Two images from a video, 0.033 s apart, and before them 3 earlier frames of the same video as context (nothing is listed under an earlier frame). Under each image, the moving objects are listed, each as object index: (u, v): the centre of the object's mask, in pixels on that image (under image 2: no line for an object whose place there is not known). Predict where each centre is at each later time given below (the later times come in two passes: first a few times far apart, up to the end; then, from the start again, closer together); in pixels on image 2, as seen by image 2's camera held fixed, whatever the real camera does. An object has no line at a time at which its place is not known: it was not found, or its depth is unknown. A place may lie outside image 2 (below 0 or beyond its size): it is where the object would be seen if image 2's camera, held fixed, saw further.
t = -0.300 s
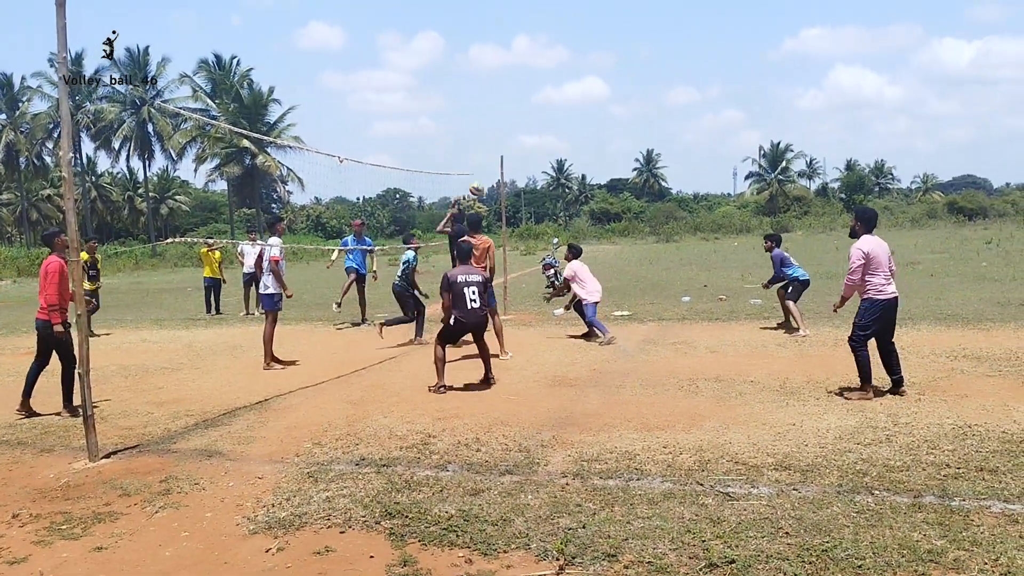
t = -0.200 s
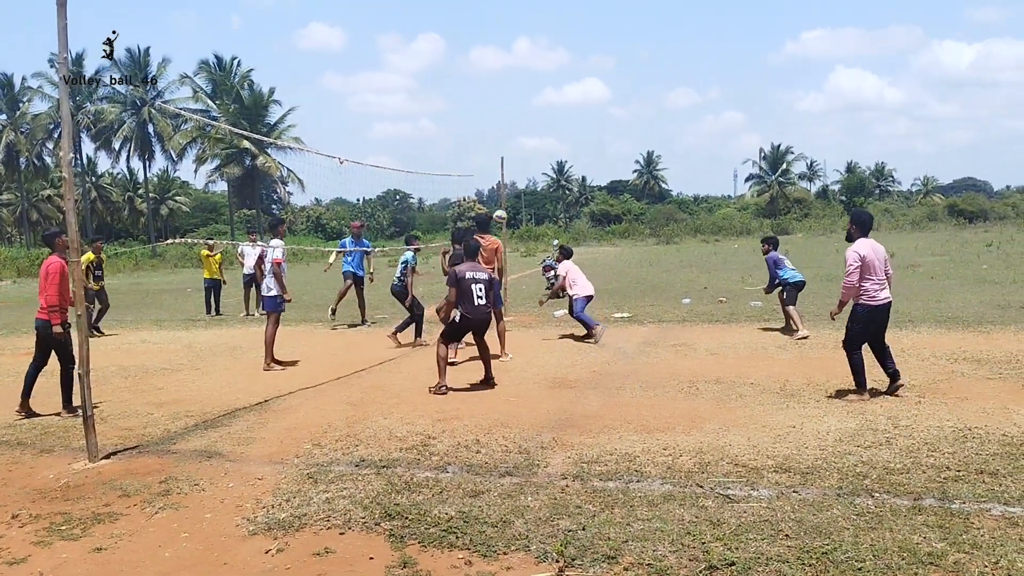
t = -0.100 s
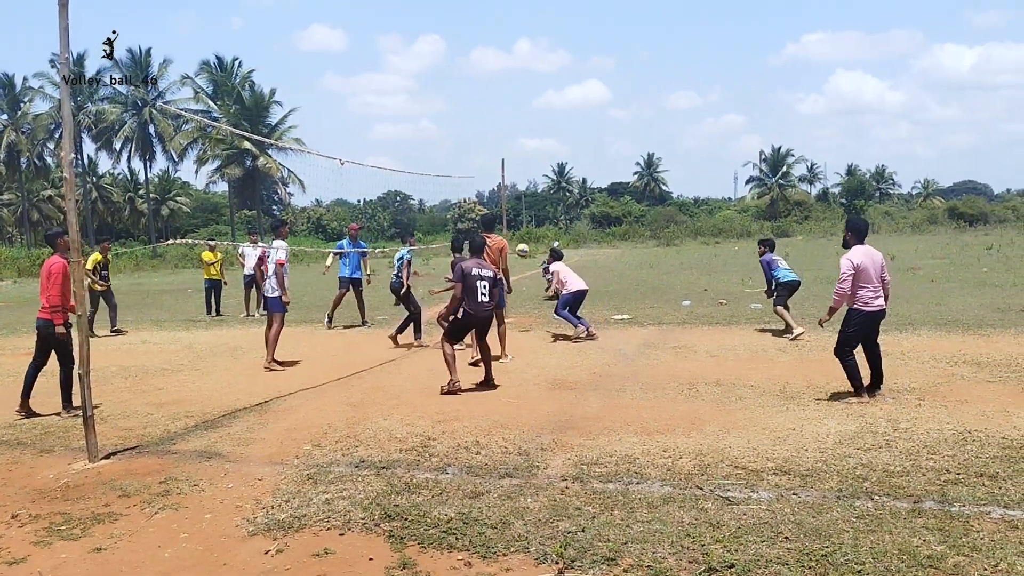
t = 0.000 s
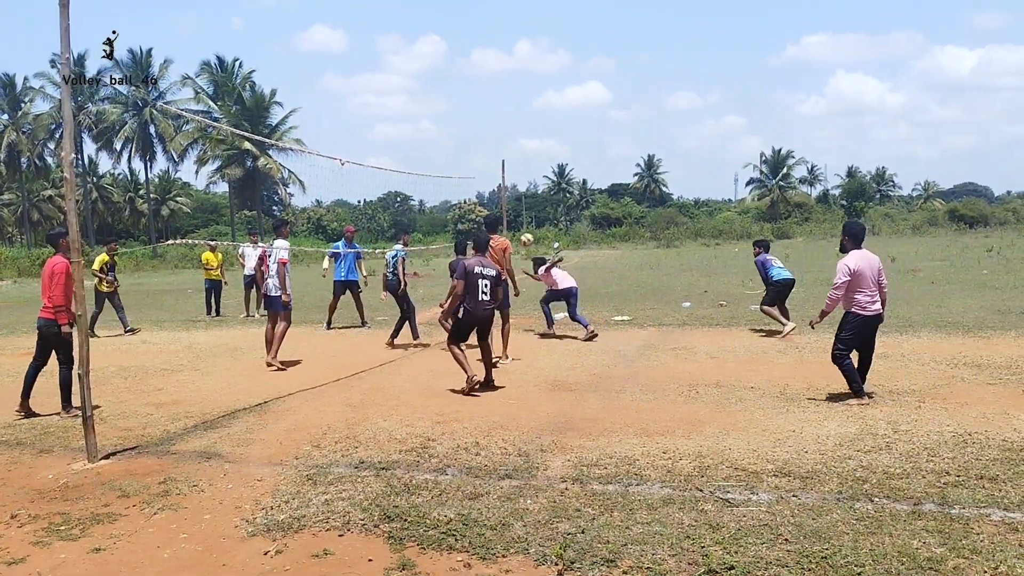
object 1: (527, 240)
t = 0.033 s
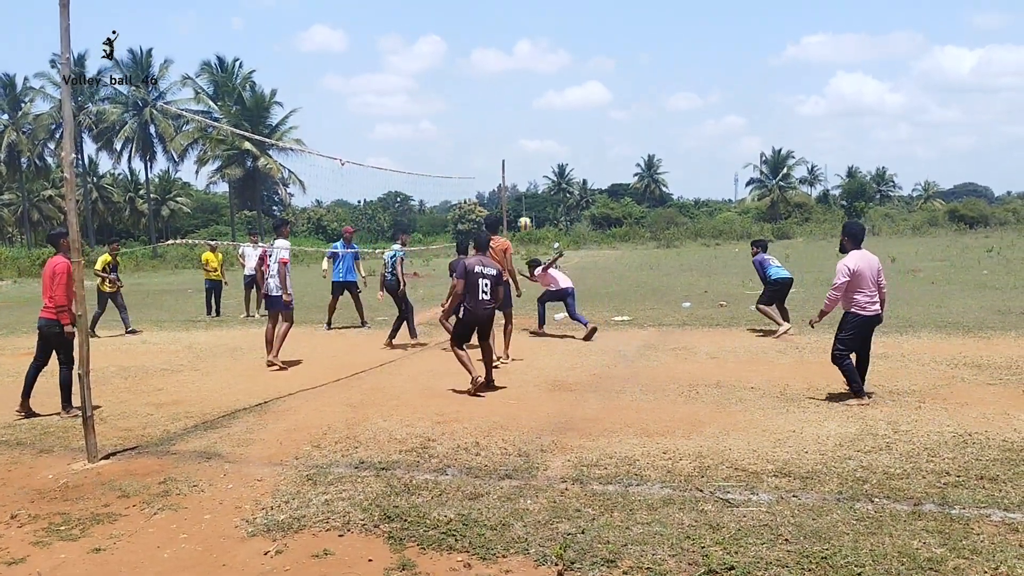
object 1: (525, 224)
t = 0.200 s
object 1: (511, 155)
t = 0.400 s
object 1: (497, 97)
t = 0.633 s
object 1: (484, 62)
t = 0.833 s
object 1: (474, 57)
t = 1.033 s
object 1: (465, 76)
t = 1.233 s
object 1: (458, 114)
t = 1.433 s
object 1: (451, 171)
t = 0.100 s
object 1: (519, 194)
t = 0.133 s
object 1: (516, 181)
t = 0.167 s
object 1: (513, 168)
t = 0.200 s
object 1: (511, 155)
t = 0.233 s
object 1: (508, 143)
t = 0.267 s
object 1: (506, 133)
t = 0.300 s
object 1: (504, 123)
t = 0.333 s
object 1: (502, 113)
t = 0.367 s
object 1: (499, 105)
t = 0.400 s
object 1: (497, 97)
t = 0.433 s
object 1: (495, 90)
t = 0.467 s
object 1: (493, 83)
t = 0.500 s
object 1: (492, 78)
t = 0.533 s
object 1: (490, 73)
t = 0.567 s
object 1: (487, 68)
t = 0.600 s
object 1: (486, 65)
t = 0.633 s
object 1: (484, 62)
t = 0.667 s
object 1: (482, 59)
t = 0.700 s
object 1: (481, 58)
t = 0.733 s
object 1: (479, 57)
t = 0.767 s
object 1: (477, 56)
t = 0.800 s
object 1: (476, 56)
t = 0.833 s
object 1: (474, 57)
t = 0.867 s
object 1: (473, 58)
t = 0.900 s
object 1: (471, 62)
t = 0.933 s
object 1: (470, 64)
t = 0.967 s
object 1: (468, 67)
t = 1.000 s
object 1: (467, 71)
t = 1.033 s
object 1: (465, 76)
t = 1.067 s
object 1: (464, 80)
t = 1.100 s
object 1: (463, 86)
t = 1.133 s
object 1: (462, 93)
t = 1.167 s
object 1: (460, 99)
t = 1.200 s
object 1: (459, 106)
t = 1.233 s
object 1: (458, 114)
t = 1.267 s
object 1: (457, 123)
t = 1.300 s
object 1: (455, 132)
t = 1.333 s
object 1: (454, 141)
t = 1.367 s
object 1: (453, 150)
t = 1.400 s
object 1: (452, 161)
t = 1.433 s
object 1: (451, 171)
